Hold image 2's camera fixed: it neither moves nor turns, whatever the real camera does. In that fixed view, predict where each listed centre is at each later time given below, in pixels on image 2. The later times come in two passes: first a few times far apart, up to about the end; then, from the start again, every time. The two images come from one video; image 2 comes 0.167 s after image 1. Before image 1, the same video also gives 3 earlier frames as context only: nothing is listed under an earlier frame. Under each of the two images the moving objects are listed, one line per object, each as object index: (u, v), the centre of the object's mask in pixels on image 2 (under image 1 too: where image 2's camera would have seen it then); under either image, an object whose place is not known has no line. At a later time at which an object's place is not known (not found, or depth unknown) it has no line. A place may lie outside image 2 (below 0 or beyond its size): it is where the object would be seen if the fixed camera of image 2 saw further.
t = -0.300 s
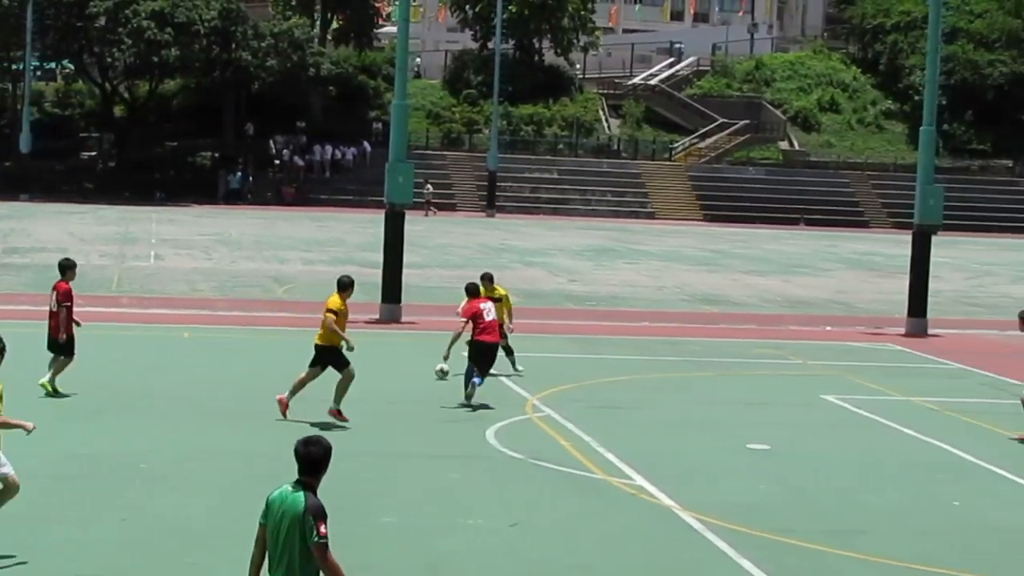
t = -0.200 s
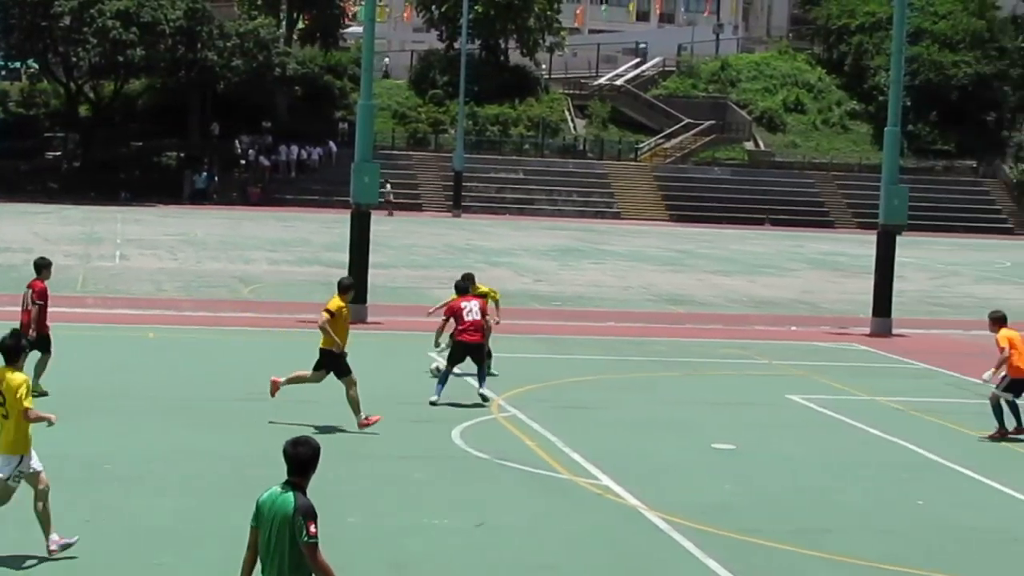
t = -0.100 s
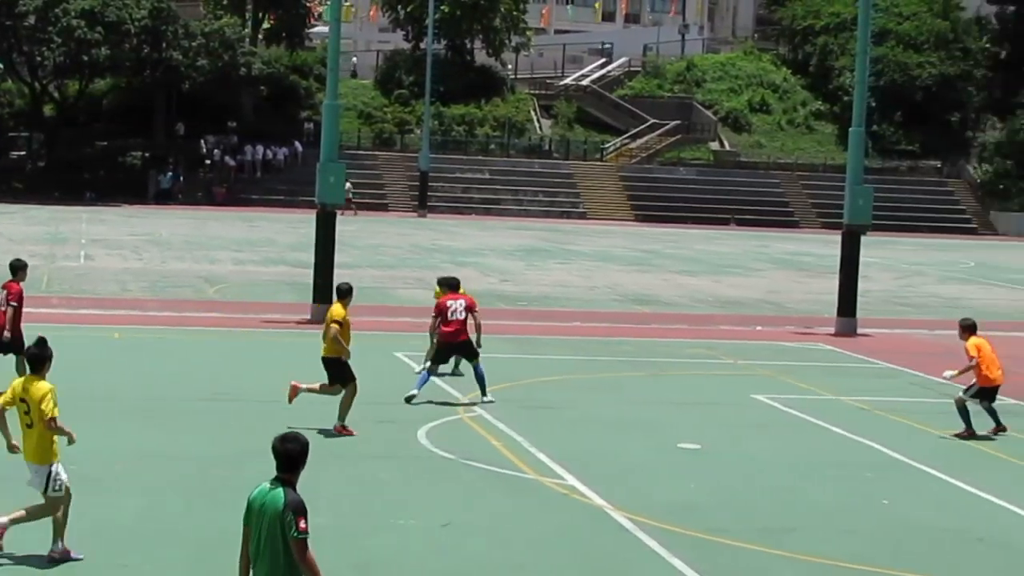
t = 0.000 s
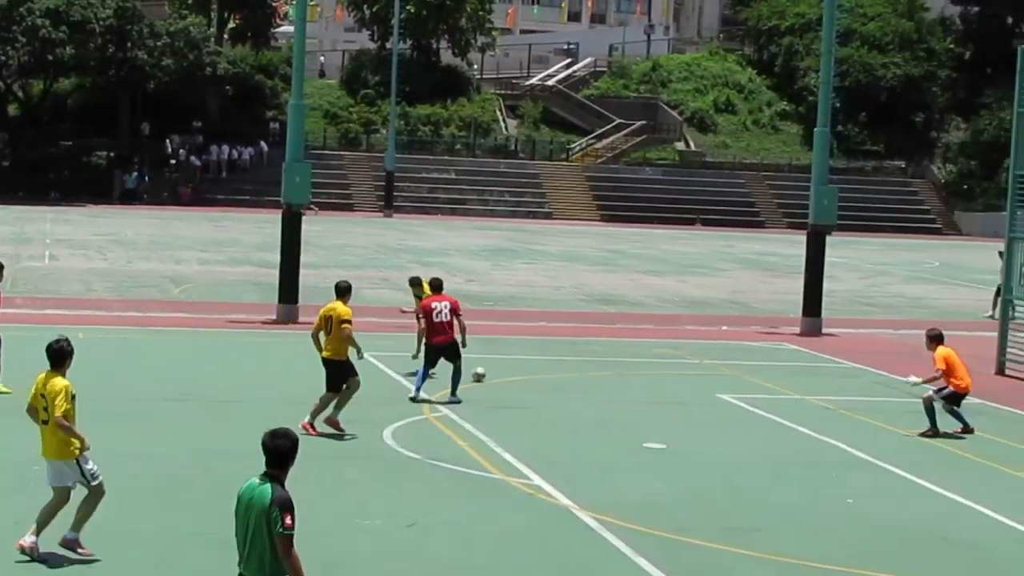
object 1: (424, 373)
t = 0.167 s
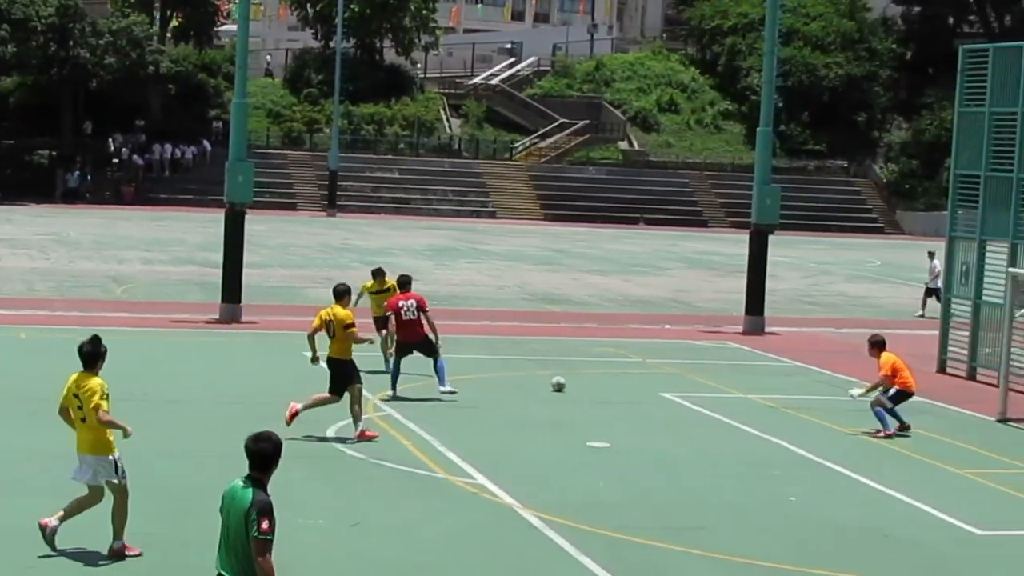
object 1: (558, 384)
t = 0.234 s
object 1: (608, 388)
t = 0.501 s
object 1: (787, 403)
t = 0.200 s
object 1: (584, 386)
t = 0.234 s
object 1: (608, 388)
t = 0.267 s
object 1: (635, 391)
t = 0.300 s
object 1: (658, 392)
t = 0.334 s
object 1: (681, 394)
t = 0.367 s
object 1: (703, 397)
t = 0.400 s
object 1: (724, 398)
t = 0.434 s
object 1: (745, 400)
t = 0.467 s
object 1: (767, 402)
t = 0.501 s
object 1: (787, 403)
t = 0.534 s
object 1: (807, 404)
